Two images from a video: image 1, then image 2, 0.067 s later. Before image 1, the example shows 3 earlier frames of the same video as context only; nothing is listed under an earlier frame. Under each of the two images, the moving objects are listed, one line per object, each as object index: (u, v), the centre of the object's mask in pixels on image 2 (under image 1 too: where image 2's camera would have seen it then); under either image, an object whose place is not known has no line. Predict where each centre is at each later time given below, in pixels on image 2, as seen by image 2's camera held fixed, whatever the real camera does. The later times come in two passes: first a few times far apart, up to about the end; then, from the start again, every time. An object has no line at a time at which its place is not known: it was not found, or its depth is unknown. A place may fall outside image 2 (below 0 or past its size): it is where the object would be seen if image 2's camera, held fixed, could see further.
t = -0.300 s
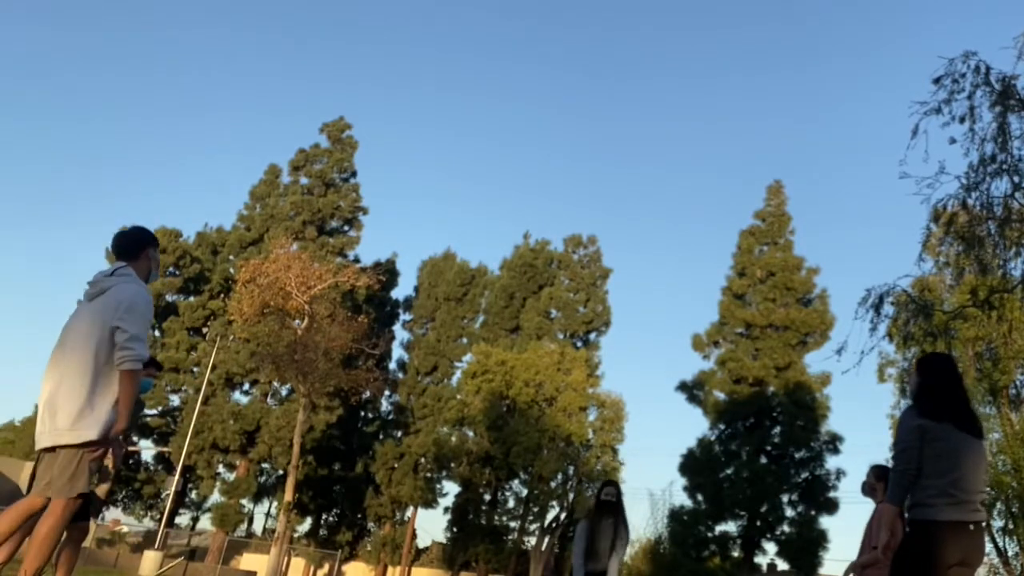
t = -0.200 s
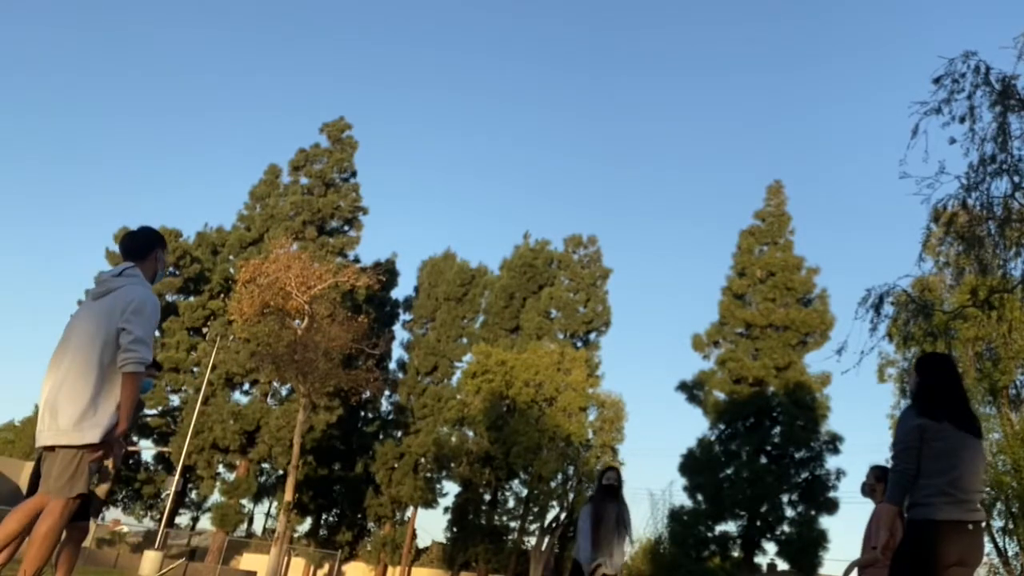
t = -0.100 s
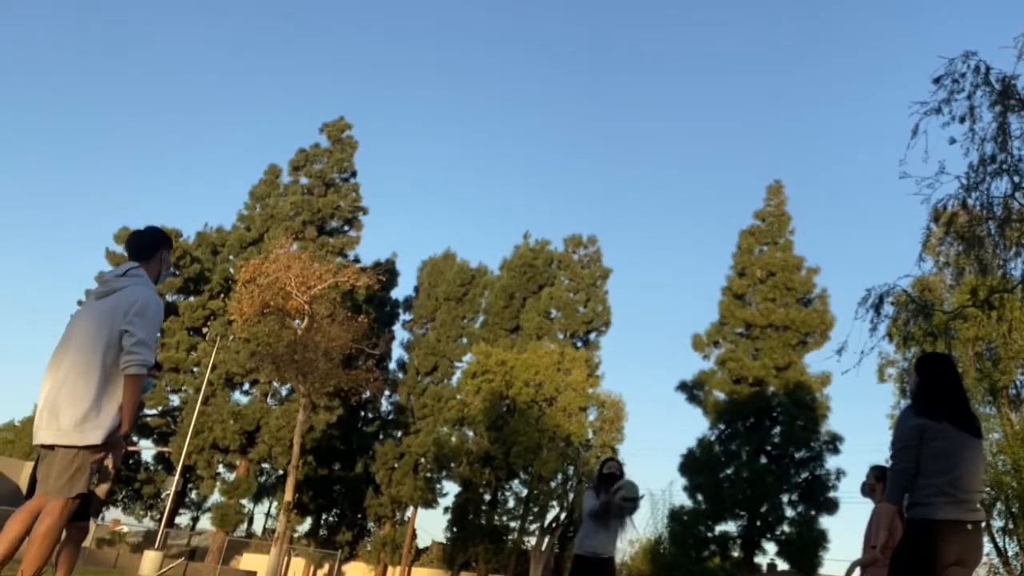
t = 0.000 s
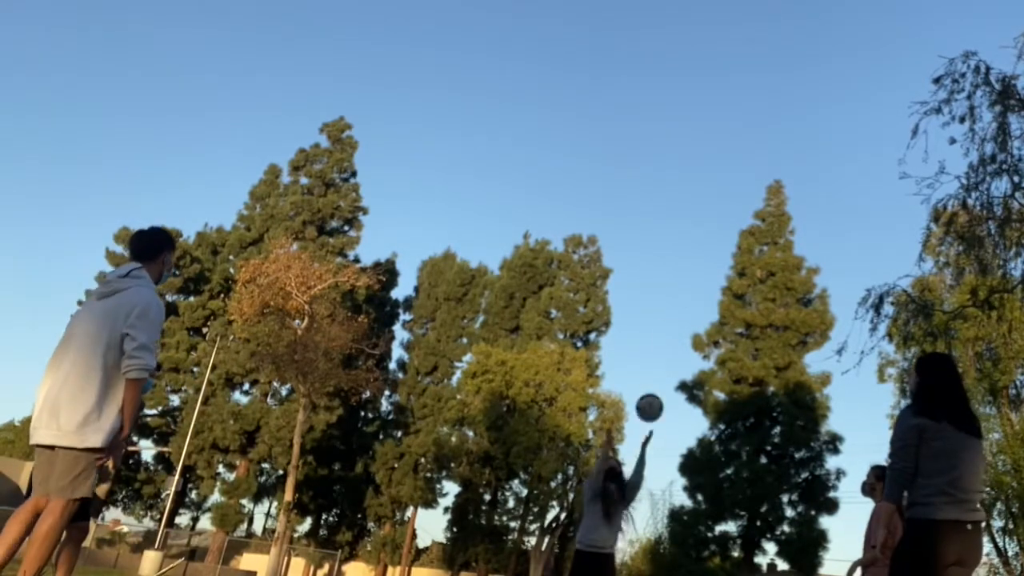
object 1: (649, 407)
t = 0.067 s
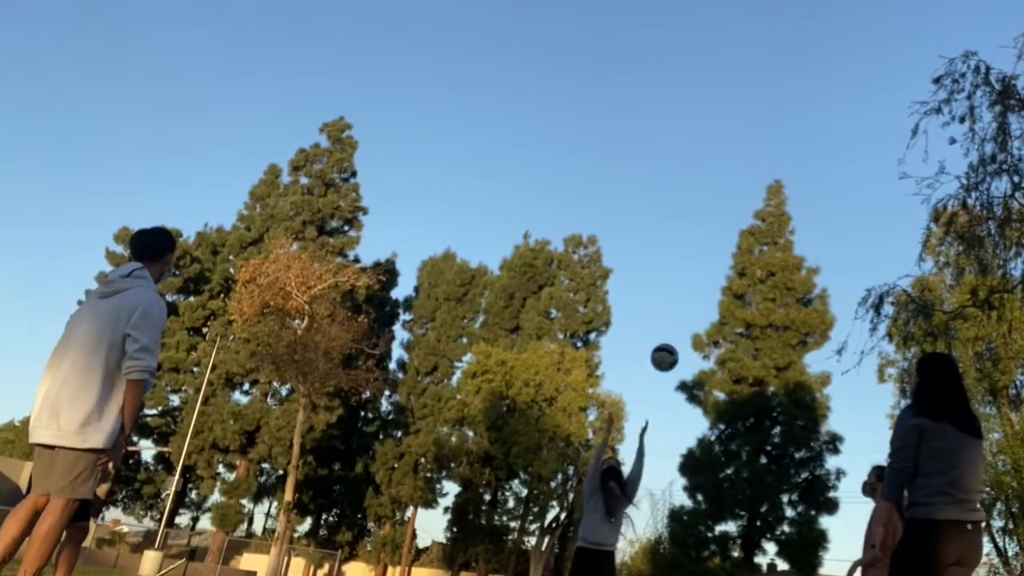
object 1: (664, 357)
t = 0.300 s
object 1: (713, 224)
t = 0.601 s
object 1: (768, 147)
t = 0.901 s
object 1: (822, 194)
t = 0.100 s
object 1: (672, 334)
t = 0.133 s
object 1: (679, 313)
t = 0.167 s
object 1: (686, 292)
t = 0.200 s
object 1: (693, 273)
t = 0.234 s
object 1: (700, 255)
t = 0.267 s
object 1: (707, 239)
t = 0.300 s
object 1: (713, 224)
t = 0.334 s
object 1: (720, 210)
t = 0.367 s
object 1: (726, 197)
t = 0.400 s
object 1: (732, 186)
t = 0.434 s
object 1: (739, 176)
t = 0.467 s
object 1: (745, 168)
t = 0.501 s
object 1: (751, 161)
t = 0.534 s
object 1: (757, 155)
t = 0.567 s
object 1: (762, 150)
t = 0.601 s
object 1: (768, 147)
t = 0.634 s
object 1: (774, 145)
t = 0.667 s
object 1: (780, 145)
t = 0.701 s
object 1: (786, 147)
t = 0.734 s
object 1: (792, 150)
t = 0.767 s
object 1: (798, 155)
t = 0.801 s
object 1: (804, 162)
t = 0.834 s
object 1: (809, 171)
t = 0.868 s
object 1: (815, 181)
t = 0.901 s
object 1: (822, 194)
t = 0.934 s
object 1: (827, 209)
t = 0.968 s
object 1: (834, 227)
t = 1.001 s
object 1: (840, 246)
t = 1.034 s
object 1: (847, 269)
